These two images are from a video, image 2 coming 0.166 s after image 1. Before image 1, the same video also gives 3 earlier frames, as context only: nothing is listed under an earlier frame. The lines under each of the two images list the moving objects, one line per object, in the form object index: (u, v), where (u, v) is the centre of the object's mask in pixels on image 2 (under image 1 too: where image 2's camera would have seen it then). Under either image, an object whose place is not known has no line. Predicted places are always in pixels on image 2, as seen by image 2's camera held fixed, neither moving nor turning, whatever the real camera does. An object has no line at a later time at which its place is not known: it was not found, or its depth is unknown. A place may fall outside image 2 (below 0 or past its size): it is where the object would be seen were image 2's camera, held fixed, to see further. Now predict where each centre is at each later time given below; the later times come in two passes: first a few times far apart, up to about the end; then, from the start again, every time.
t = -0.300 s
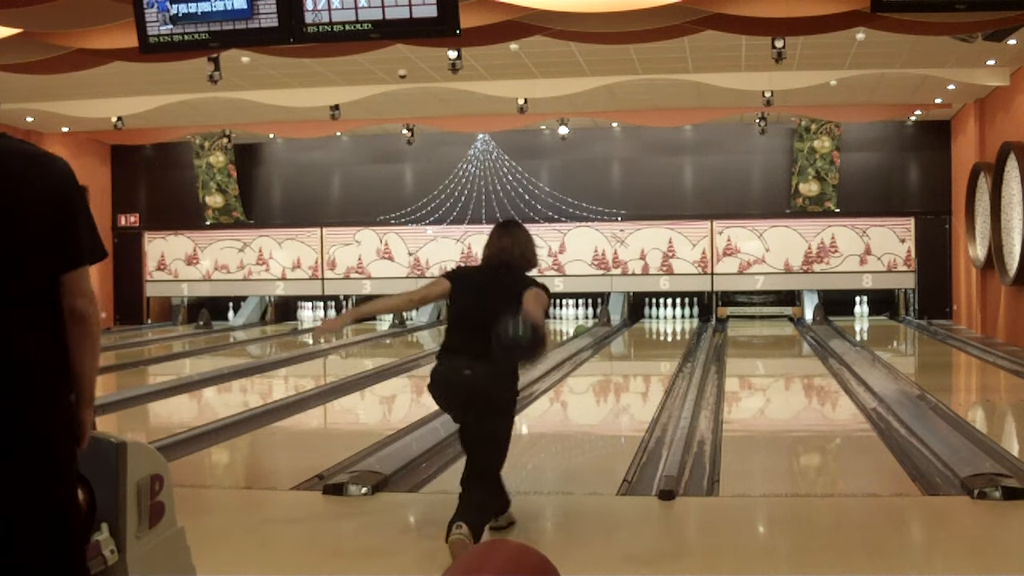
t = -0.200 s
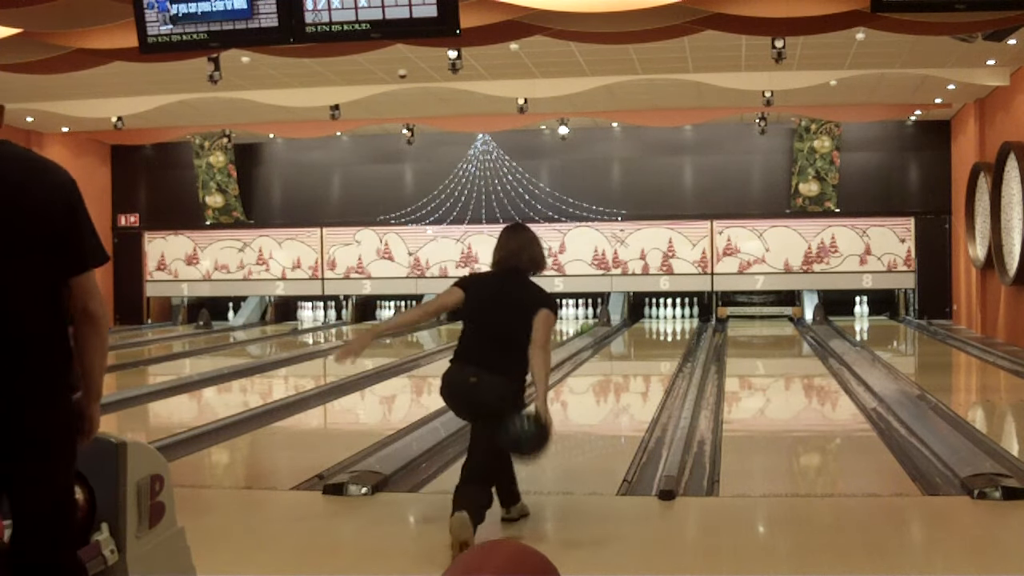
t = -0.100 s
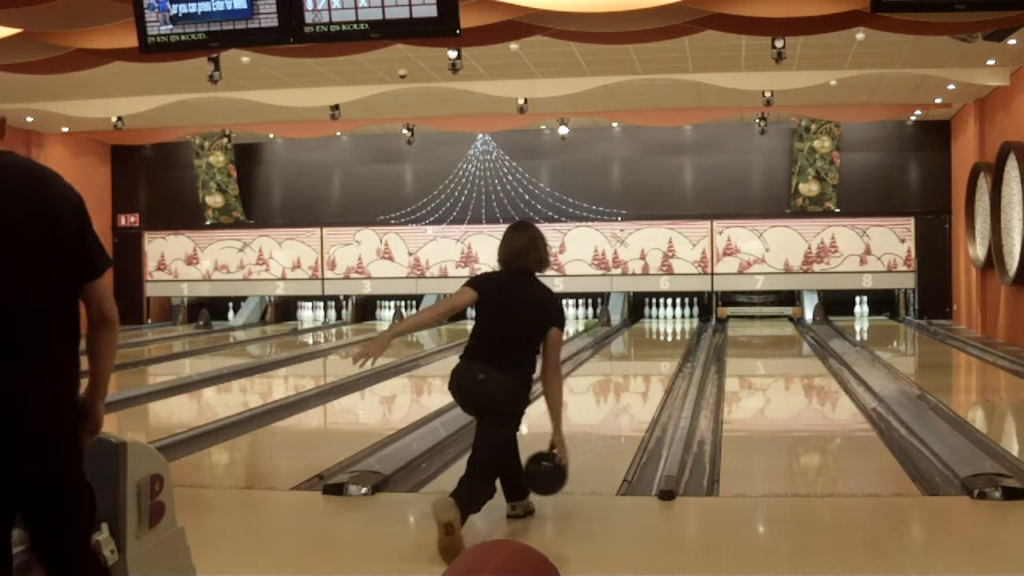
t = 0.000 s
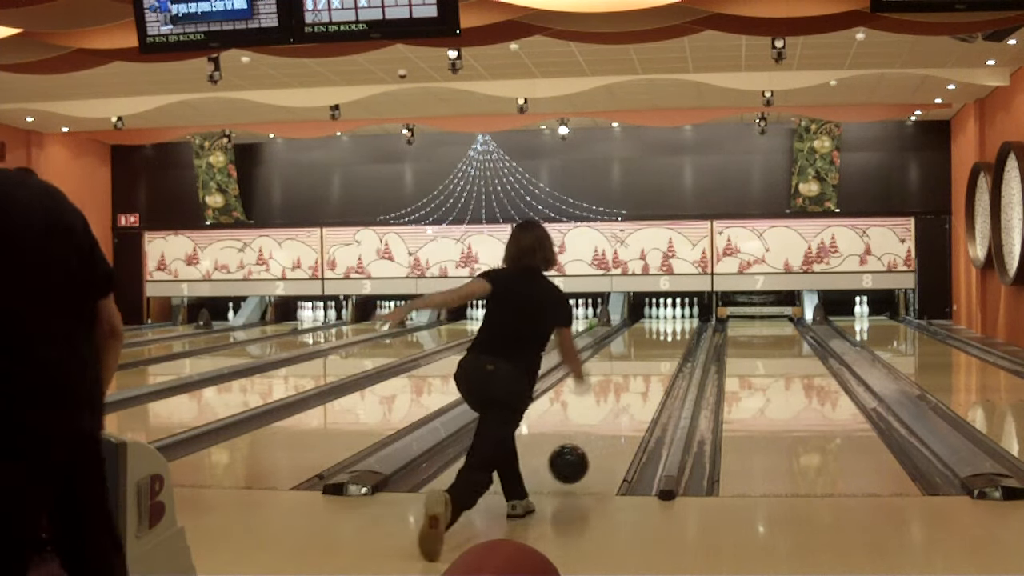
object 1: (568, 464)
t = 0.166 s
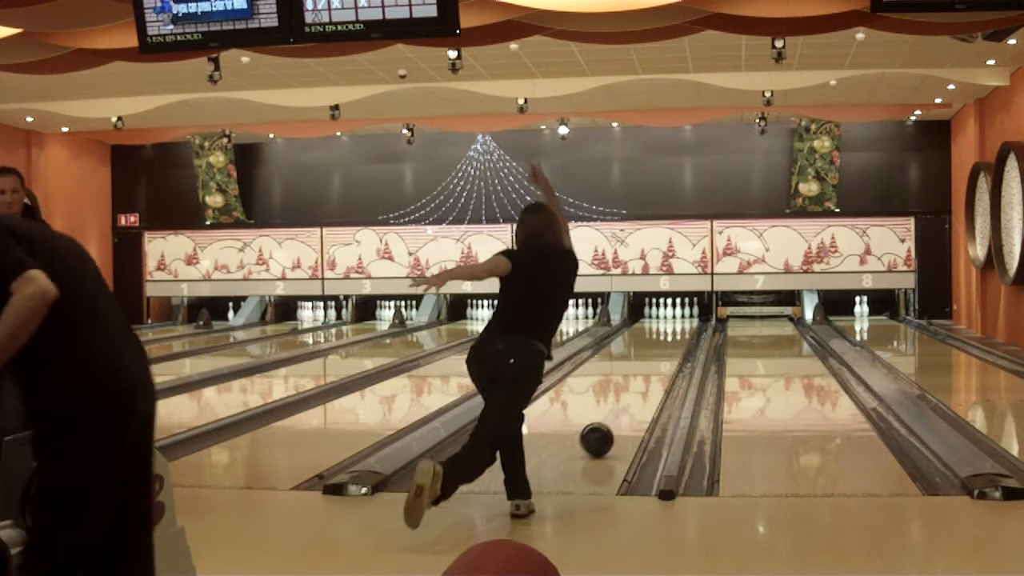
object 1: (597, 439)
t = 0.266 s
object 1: (610, 424)
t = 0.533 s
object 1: (636, 392)
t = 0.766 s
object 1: (651, 373)
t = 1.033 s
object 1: (663, 356)
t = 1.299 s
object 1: (672, 344)
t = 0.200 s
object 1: (601, 434)
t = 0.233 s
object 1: (606, 428)
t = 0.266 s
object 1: (610, 424)
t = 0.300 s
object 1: (614, 419)
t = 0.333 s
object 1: (618, 414)
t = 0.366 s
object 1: (621, 411)
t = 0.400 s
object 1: (624, 407)
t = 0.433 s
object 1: (627, 403)
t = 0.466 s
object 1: (630, 399)
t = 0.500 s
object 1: (633, 396)
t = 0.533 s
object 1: (636, 392)
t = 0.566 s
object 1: (638, 389)
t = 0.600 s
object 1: (641, 386)
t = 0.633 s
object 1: (643, 383)
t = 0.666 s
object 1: (645, 381)
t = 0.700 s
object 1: (647, 378)
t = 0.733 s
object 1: (649, 376)
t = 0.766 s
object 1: (651, 373)
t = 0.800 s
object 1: (653, 371)
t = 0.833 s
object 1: (655, 368)
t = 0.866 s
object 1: (656, 366)
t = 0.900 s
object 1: (658, 364)
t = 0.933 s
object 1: (659, 362)
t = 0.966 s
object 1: (661, 360)
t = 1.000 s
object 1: (662, 358)
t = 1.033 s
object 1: (663, 356)
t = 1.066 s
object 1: (665, 355)
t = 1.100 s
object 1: (666, 353)
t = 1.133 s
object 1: (667, 351)
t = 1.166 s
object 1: (668, 350)
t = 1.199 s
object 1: (669, 348)
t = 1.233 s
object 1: (670, 347)
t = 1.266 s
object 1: (671, 345)
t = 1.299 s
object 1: (672, 344)
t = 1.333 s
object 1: (673, 343)
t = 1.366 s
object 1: (674, 341)
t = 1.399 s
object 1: (674, 340)
